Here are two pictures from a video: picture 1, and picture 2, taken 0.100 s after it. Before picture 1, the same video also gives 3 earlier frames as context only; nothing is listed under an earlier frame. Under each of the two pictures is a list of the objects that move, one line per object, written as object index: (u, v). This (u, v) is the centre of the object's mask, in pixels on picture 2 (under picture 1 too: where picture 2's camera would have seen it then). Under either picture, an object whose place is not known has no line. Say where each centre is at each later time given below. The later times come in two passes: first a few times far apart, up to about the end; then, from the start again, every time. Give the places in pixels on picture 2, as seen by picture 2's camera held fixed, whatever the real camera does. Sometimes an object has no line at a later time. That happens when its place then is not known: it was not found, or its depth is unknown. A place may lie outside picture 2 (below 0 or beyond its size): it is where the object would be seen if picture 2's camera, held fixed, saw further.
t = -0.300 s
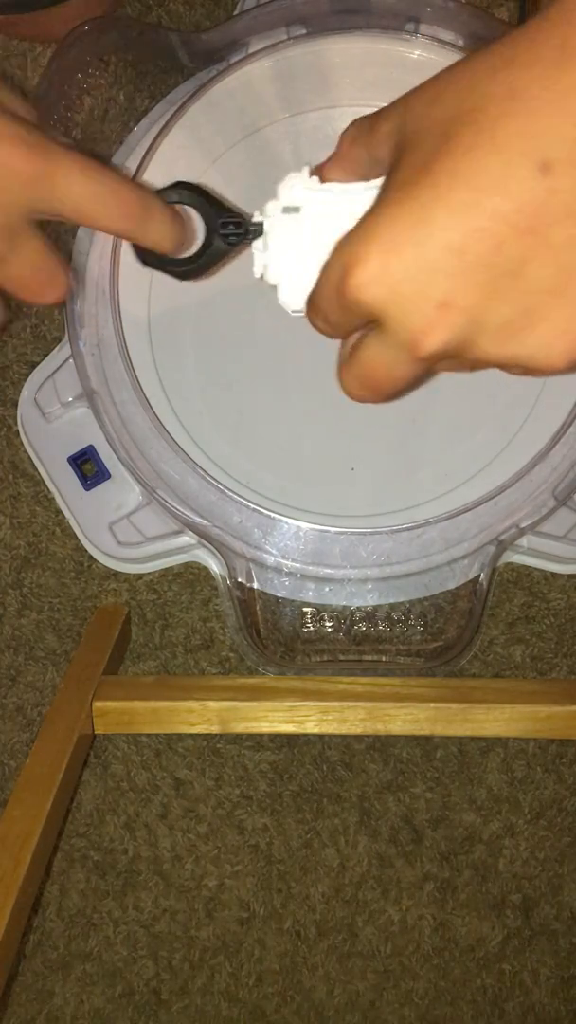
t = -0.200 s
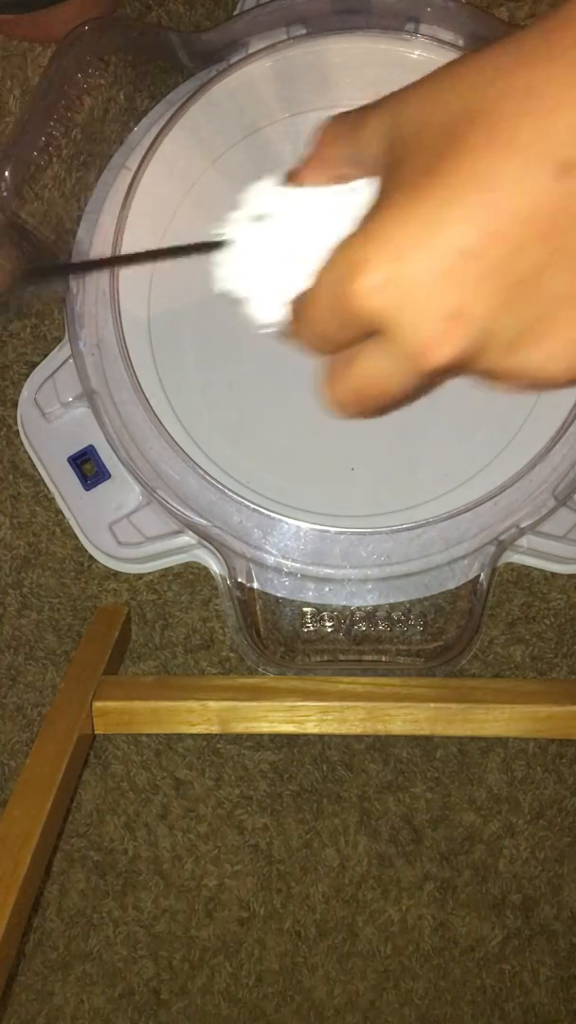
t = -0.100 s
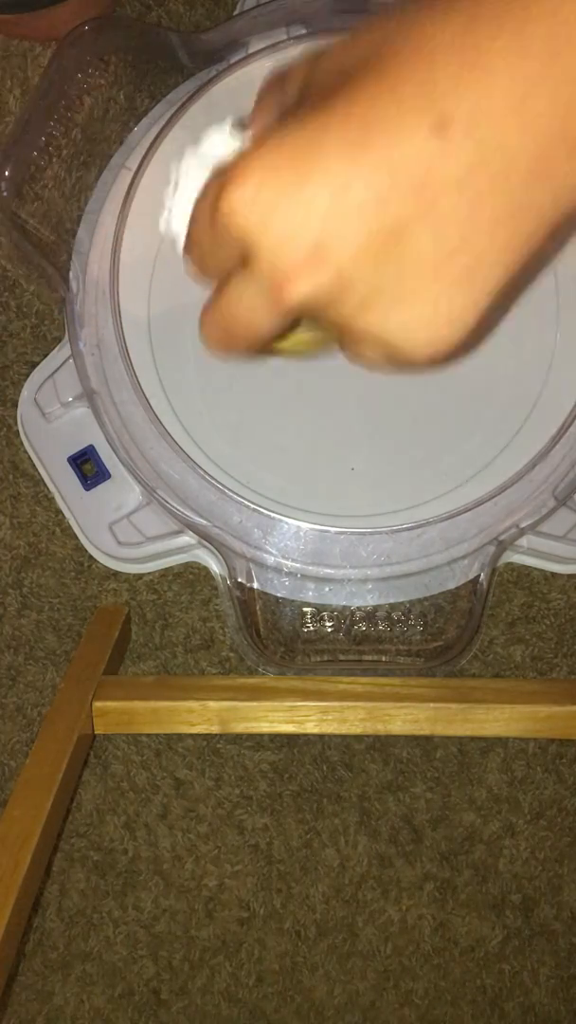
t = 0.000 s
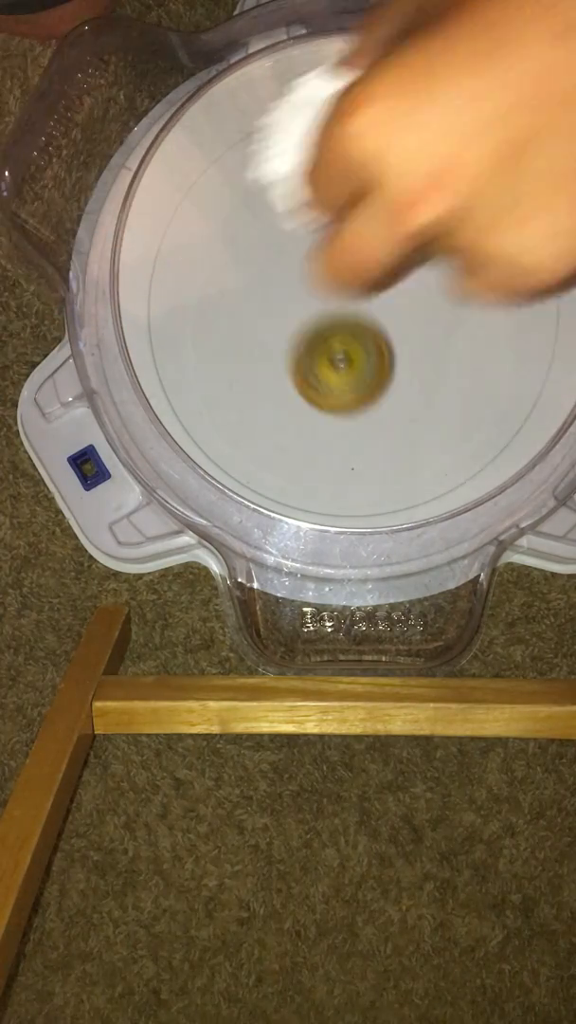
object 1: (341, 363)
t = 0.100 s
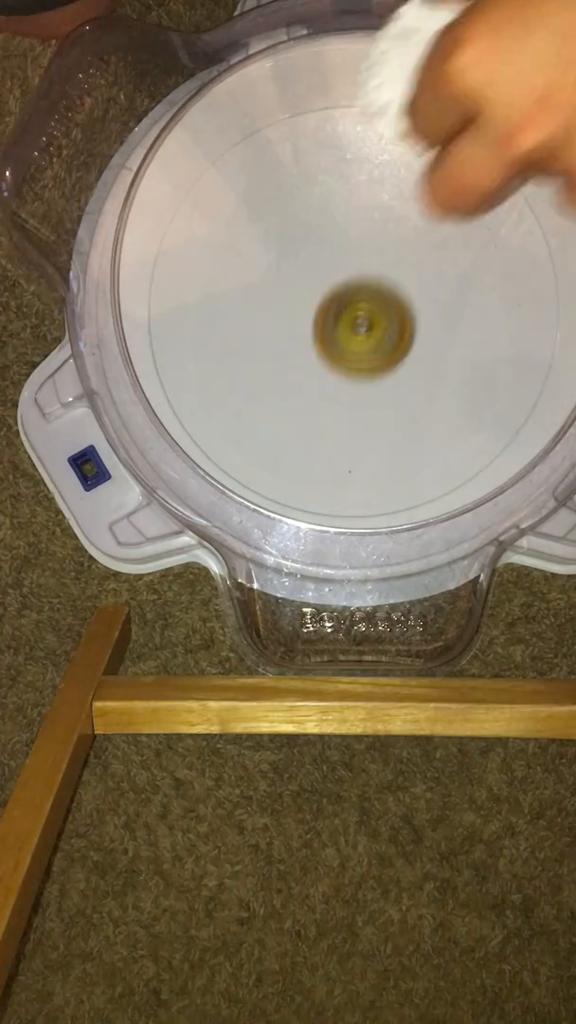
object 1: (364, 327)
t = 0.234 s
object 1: (378, 270)
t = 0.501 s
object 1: (410, 238)
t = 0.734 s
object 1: (429, 295)
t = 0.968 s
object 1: (411, 331)
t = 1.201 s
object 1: (422, 284)
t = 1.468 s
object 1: (409, 299)
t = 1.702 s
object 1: (362, 239)
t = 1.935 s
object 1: (413, 240)
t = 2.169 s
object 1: (337, 323)
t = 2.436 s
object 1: (272, 290)
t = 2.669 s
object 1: (323, 244)
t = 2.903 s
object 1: (350, 308)
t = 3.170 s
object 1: (267, 352)
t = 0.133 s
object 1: (369, 307)
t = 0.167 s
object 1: (374, 290)
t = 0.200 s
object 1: (377, 278)
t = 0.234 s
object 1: (378, 270)
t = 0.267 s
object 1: (382, 257)
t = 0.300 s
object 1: (385, 247)
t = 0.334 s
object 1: (387, 241)
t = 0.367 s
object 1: (390, 236)
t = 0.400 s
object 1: (393, 233)
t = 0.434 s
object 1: (398, 232)
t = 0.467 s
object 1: (403, 234)
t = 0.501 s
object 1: (410, 238)
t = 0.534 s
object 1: (417, 244)
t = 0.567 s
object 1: (424, 252)
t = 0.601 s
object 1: (429, 261)
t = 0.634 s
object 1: (431, 269)
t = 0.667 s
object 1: (432, 277)
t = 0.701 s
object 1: (431, 286)
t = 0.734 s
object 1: (429, 295)
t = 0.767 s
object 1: (428, 306)
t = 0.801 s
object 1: (425, 316)
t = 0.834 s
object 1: (422, 324)
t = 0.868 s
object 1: (418, 330)
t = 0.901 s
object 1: (416, 334)
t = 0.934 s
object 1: (414, 334)
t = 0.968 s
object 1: (411, 331)
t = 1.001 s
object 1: (410, 324)
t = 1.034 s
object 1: (409, 317)
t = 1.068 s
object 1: (408, 309)
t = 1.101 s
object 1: (410, 301)
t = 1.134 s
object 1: (413, 294)
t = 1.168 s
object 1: (417, 288)
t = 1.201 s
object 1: (422, 284)
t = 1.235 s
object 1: (427, 282)
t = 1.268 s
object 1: (432, 283)
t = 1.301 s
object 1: (436, 286)
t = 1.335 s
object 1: (437, 292)
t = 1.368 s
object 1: (434, 297)
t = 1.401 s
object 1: (429, 300)
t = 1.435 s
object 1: (421, 300)
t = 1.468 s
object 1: (409, 299)
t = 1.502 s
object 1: (397, 296)
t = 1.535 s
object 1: (386, 290)
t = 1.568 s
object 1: (376, 281)
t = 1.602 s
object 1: (369, 272)
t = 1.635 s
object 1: (364, 261)
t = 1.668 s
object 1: (361, 249)
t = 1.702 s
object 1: (362, 239)
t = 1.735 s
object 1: (364, 229)
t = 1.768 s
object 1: (370, 222)
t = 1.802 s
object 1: (378, 218)
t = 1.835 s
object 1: (388, 216)
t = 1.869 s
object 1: (399, 219)
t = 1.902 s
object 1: (407, 228)
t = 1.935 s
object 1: (413, 240)
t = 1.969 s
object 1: (414, 254)
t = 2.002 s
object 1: (410, 270)
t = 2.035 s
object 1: (401, 287)
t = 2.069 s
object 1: (389, 301)
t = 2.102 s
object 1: (374, 312)
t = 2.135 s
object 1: (356, 319)
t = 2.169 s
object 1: (337, 323)
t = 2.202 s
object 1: (318, 324)
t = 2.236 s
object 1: (300, 321)
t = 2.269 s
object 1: (285, 316)
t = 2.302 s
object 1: (274, 312)
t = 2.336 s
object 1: (268, 307)
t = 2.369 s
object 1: (265, 302)
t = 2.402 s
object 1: (267, 297)
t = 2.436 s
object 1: (272, 290)
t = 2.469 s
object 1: (279, 283)
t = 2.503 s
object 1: (285, 275)
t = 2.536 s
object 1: (293, 268)
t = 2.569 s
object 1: (300, 262)
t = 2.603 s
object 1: (308, 255)
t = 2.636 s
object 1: (315, 249)
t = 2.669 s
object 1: (323, 244)
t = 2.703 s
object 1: (329, 242)
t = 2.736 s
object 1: (334, 245)
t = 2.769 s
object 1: (341, 252)
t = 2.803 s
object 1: (347, 263)
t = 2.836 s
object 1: (351, 276)
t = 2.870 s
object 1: (352, 292)
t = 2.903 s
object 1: (350, 308)
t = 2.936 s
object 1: (345, 323)
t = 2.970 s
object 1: (338, 336)
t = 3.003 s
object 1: (328, 348)
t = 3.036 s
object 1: (317, 356)
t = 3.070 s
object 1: (304, 360)
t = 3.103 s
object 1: (291, 361)
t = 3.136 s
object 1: (278, 359)
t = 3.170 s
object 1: (267, 352)
